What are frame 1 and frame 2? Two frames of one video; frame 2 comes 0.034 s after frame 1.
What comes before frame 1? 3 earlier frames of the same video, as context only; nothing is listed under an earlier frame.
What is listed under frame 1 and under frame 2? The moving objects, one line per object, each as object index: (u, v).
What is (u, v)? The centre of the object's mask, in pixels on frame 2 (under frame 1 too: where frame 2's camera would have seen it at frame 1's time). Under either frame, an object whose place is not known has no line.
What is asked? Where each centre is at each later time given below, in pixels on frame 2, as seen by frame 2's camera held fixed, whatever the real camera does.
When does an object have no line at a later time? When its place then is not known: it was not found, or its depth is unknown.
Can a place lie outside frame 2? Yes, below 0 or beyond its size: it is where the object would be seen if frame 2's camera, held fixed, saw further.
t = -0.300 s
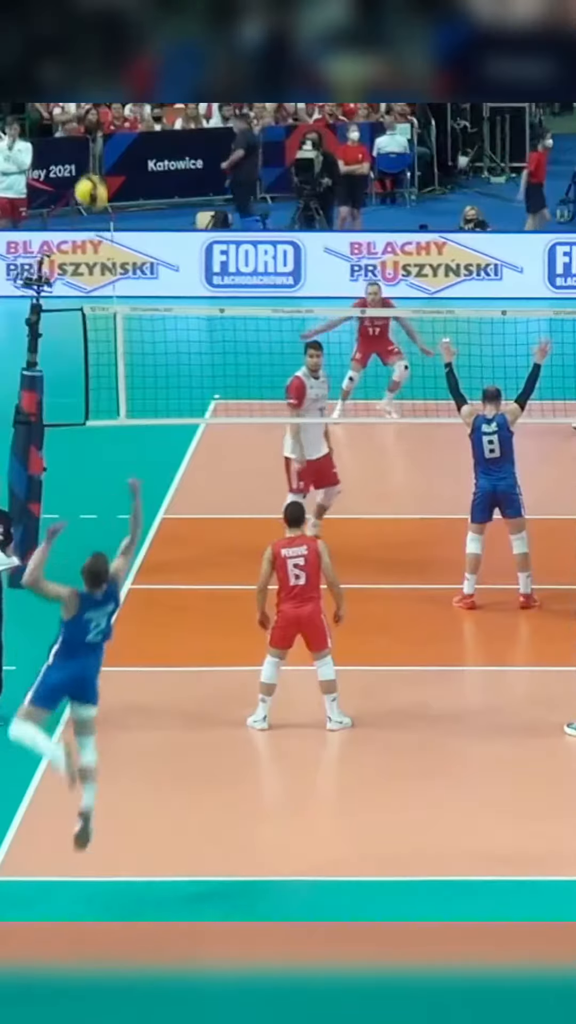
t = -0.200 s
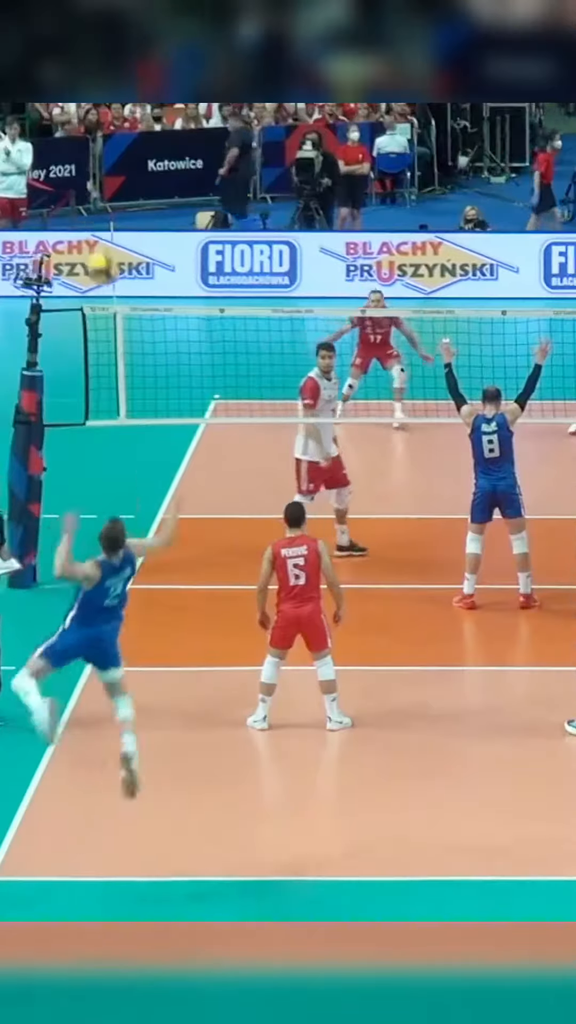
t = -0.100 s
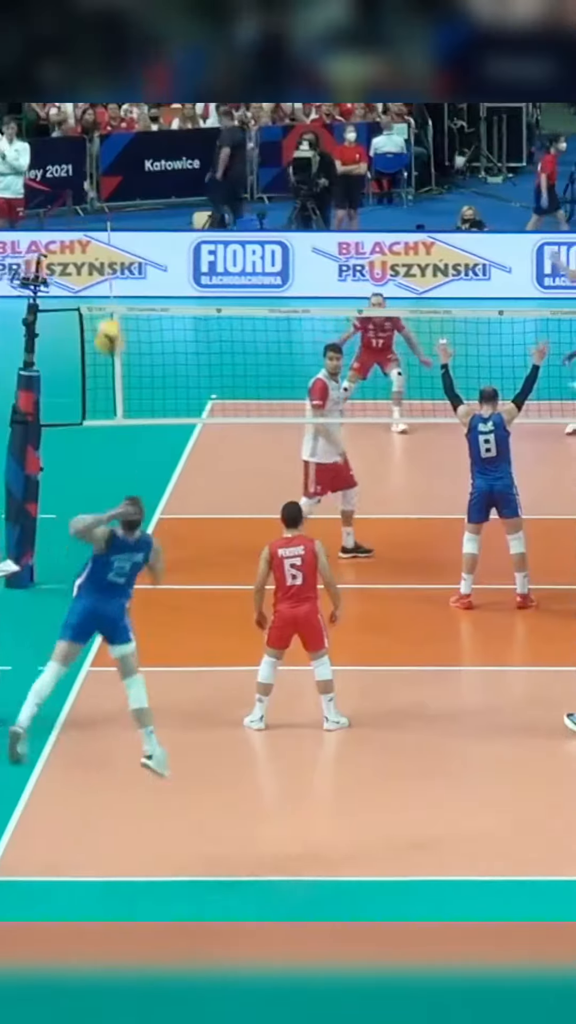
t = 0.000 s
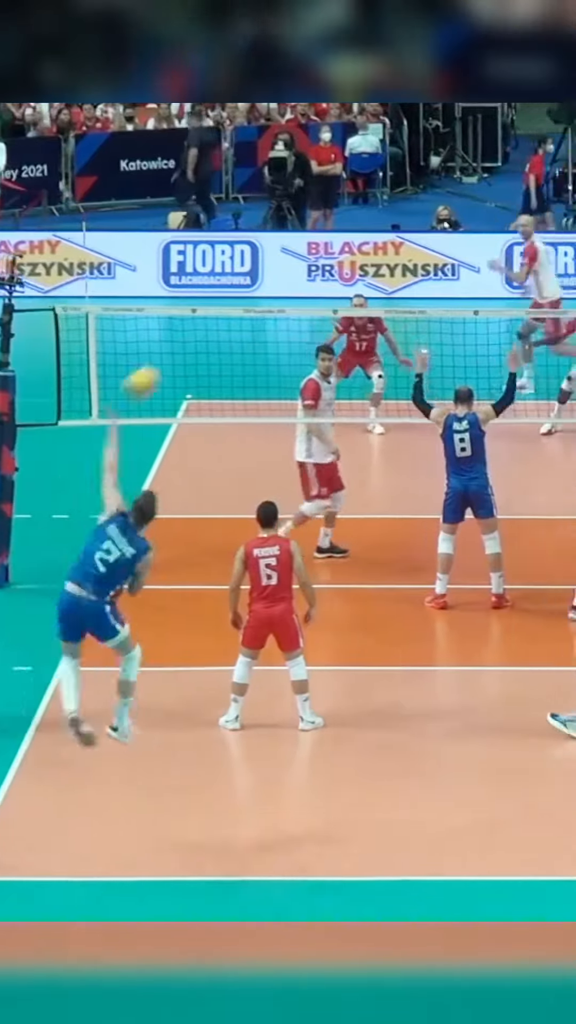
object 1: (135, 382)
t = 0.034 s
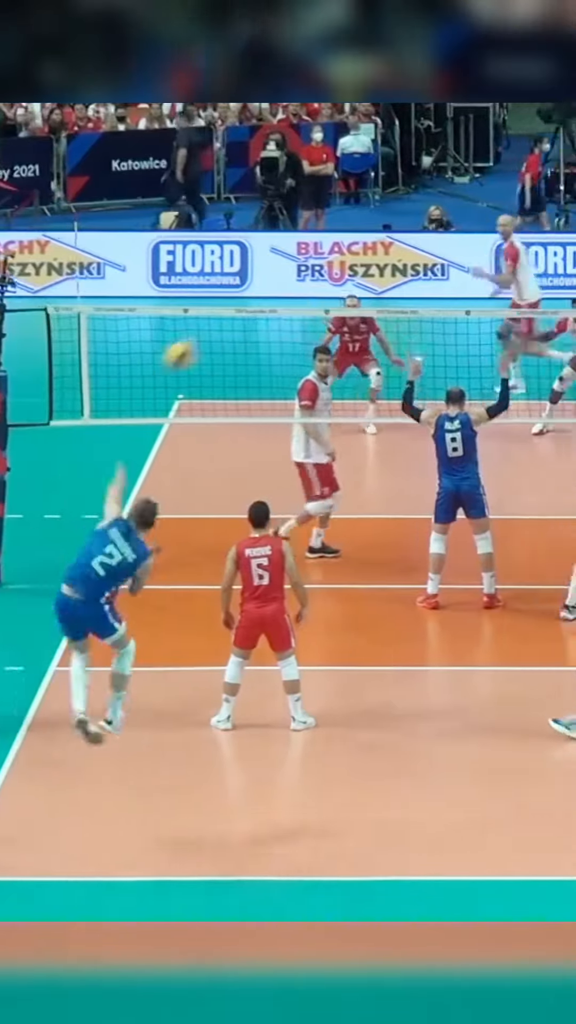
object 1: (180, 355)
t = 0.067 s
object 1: (202, 343)
